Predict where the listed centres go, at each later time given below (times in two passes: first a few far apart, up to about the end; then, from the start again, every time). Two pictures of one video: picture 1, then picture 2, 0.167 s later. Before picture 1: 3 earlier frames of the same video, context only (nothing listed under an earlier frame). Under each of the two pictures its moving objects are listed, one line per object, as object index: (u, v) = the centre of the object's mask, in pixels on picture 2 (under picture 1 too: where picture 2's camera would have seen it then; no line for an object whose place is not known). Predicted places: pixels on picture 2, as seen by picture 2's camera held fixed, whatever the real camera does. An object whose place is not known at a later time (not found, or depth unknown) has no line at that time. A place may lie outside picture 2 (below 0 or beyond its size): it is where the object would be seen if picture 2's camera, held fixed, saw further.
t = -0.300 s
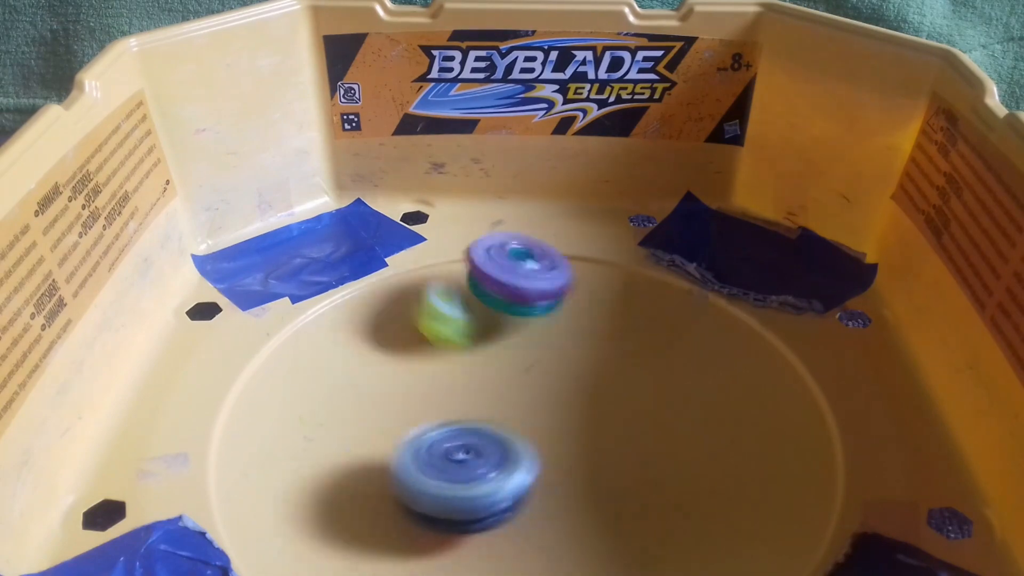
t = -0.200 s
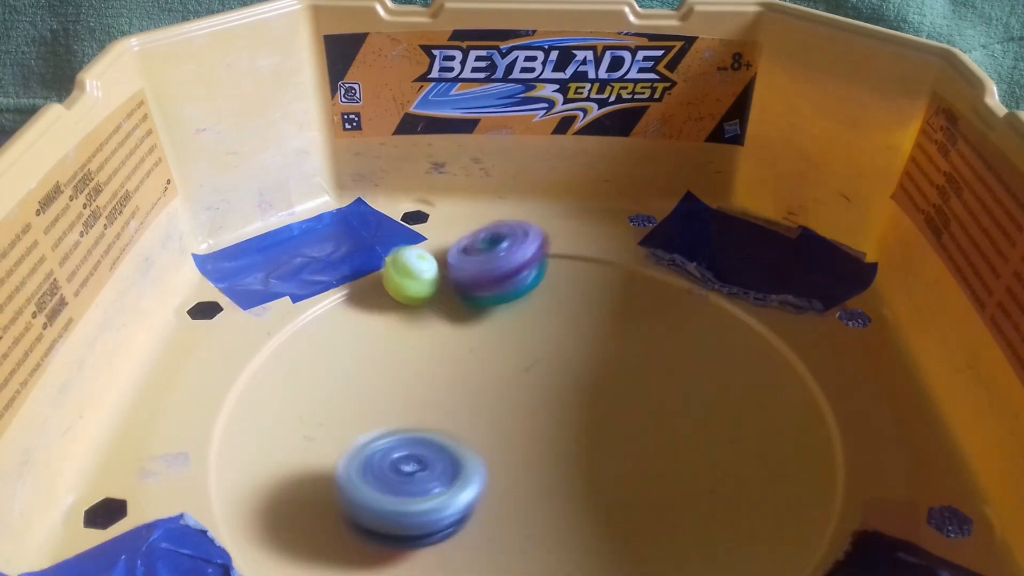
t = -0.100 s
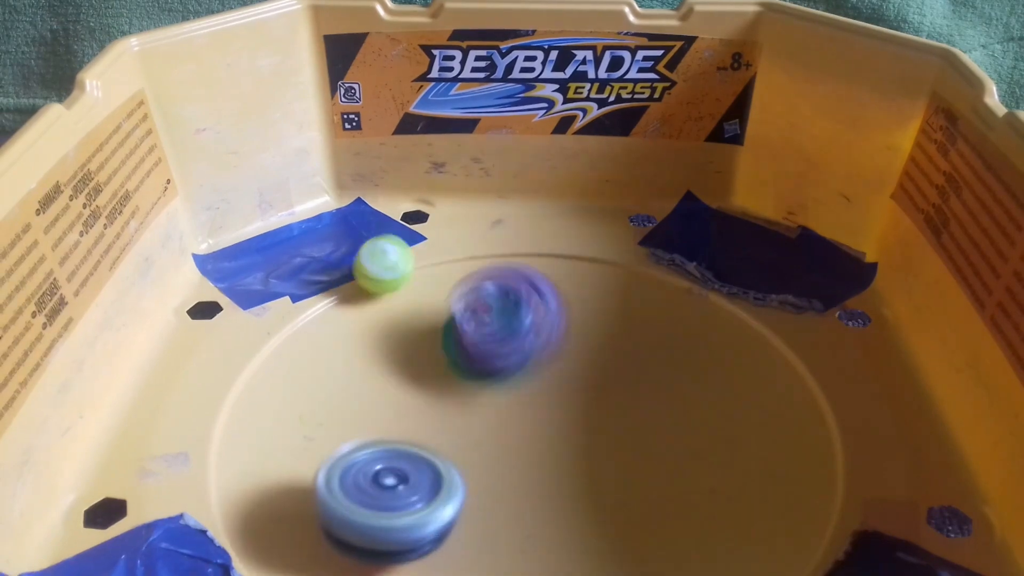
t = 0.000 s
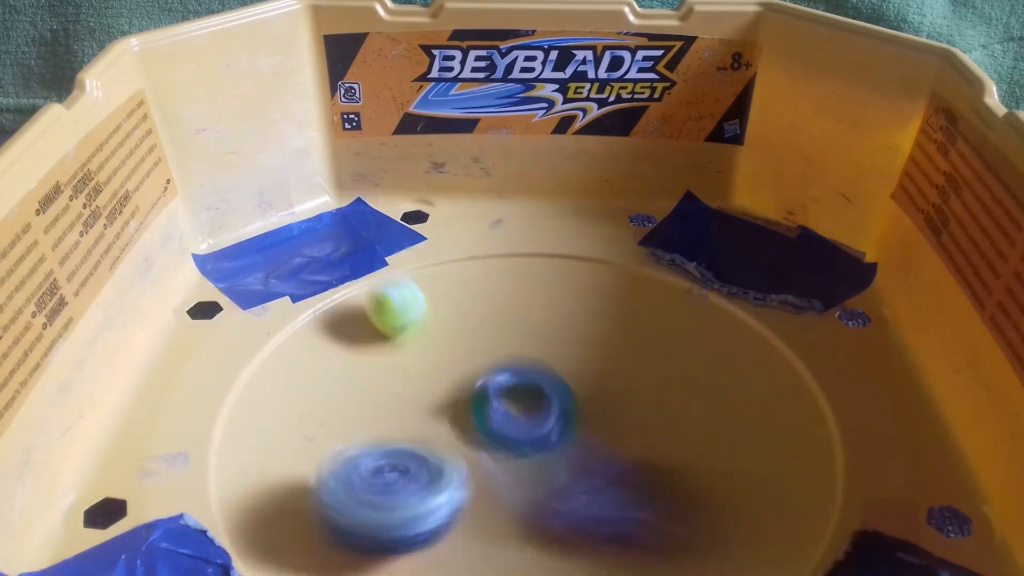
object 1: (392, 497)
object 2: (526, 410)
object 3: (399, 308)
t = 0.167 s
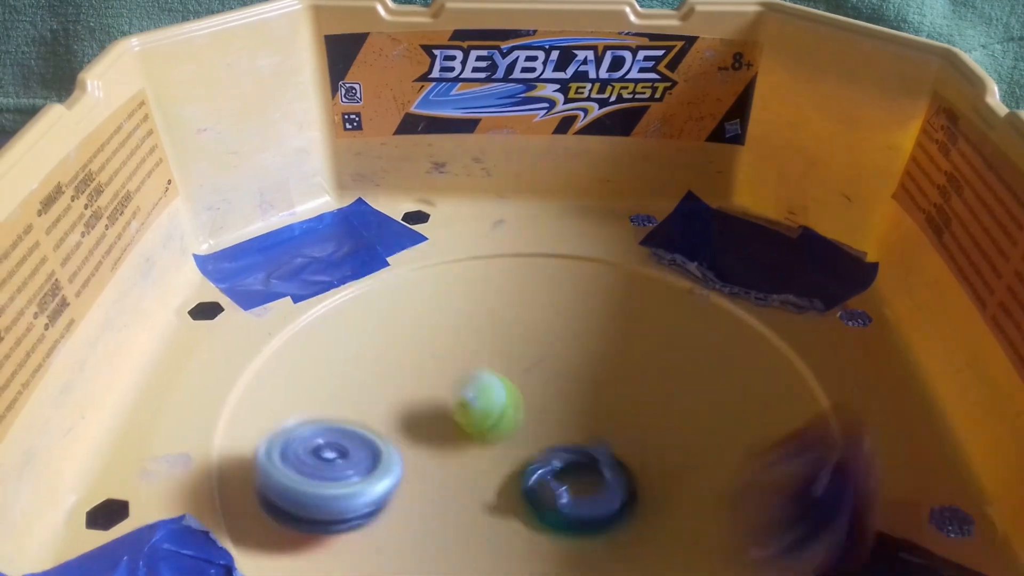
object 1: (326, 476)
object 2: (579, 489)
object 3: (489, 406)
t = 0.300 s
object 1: (306, 455)
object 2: (589, 473)
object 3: (519, 444)
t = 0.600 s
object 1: (413, 375)
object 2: (584, 497)
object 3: (495, 432)
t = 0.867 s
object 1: (506, 314)
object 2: (584, 497)
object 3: (518, 432)
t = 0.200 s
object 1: (317, 470)
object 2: (584, 496)
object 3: (506, 427)
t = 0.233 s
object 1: (310, 465)
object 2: (585, 499)
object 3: (521, 441)
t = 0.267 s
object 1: (305, 460)
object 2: (584, 496)
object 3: (522, 443)
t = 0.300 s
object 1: (306, 455)
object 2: (589, 473)
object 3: (519, 444)
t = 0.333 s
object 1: (310, 450)
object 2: (607, 484)
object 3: (510, 442)
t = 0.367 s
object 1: (319, 444)
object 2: (607, 493)
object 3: (501, 429)
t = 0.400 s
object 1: (330, 436)
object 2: (599, 500)
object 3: (493, 432)
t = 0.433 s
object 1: (344, 427)
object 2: (588, 495)
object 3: (487, 430)
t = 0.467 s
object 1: (358, 418)
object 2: (585, 496)
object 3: (482, 431)
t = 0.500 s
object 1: (372, 407)
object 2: (584, 497)
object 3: (482, 434)
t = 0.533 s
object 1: (387, 397)
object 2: (584, 497)
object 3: (488, 434)
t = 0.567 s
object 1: (401, 386)
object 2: (584, 497)
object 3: (491, 433)
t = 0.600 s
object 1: (413, 375)
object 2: (584, 497)
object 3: (495, 432)
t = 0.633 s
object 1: (424, 366)
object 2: (584, 497)
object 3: (501, 432)
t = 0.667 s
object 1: (436, 357)
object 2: (584, 497)
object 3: (504, 432)
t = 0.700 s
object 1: (449, 348)
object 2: (584, 497)
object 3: (509, 431)
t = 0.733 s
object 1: (461, 341)
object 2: (584, 497)
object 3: (512, 431)
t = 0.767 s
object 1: (472, 333)
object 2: (584, 497)
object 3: (513, 432)
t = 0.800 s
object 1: (483, 326)
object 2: (584, 497)
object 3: (515, 432)
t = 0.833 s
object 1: (495, 320)
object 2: (584, 497)
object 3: (517, 432)
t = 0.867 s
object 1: (506, 314)
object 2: (584, 497)
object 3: (518, 432)
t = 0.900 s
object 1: (517, 309)
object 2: (584, 497)
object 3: (519, 432)
